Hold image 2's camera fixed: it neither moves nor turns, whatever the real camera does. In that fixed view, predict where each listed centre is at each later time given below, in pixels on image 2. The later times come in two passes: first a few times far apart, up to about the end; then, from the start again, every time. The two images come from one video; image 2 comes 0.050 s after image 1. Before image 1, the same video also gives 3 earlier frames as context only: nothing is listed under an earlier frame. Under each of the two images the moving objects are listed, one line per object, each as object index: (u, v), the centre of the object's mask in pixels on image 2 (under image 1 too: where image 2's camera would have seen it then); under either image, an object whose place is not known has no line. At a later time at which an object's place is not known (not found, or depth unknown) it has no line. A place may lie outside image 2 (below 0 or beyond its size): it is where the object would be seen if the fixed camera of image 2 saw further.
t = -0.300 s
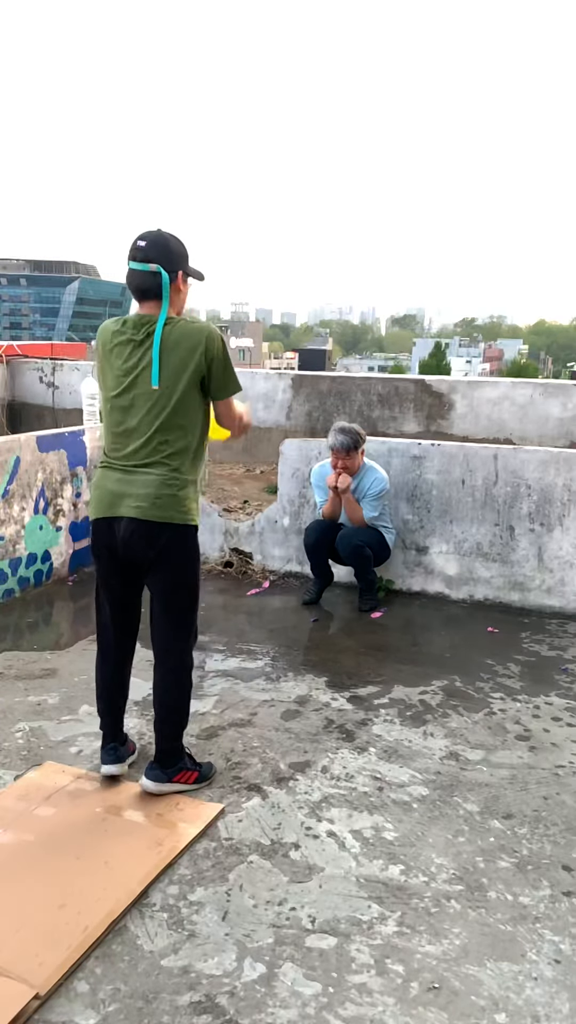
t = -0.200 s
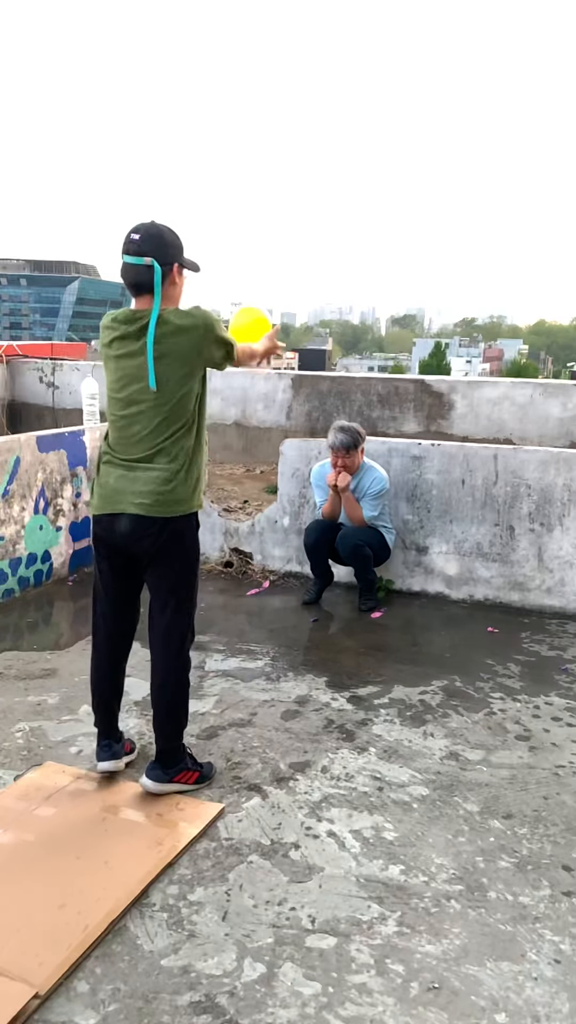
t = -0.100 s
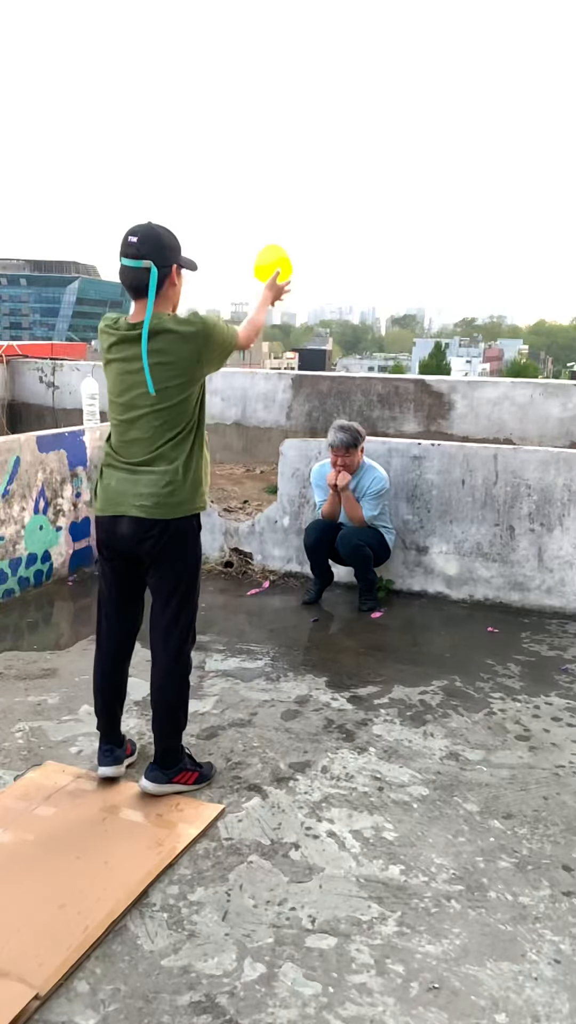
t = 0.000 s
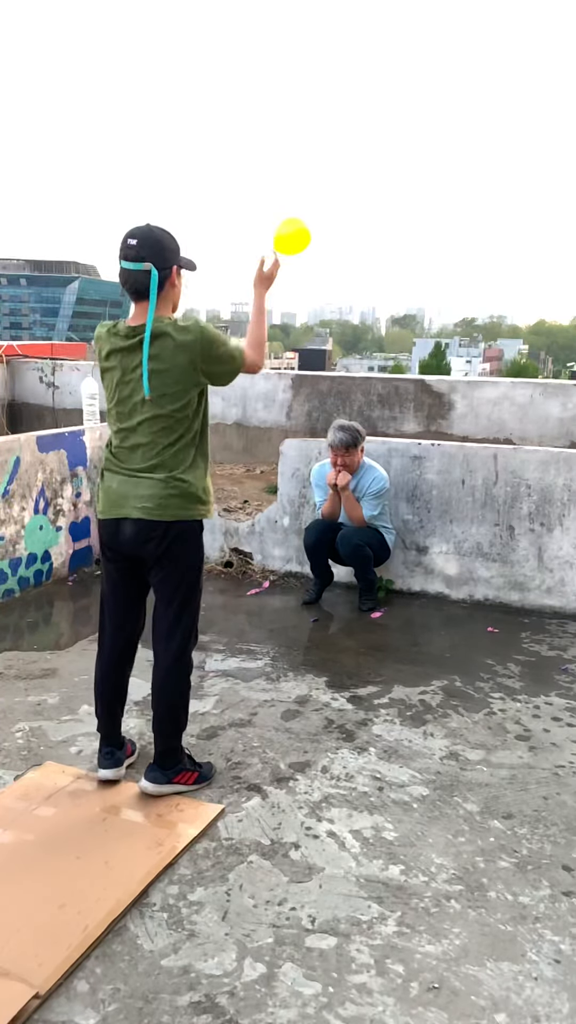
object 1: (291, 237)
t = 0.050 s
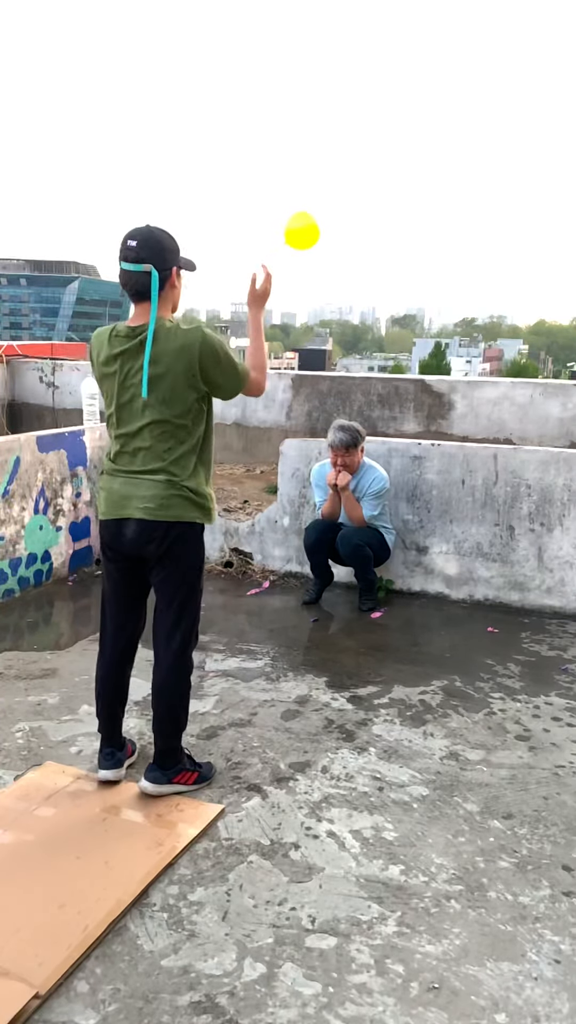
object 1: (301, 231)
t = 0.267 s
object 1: (332, 274)
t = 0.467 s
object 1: (353, 384)
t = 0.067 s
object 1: (304, 231)
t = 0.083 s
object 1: (307, 232)
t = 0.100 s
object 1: (309, 233)
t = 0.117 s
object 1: (311, 234)
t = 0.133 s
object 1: (315, 237)
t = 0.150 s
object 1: (317, 239)
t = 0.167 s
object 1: (320, 243)
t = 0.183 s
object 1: (321, 246)
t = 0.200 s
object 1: (324, 252)
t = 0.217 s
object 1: (326, 255)
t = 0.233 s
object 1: (329, 262)
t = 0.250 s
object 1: (331, 268)
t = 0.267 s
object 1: (332, 274)
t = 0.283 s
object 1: (335, 282)
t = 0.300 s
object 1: (336, 288)
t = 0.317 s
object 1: (339, 298)
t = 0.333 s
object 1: (340, 304)
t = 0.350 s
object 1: (342, 315)
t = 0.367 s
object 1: (343, 322)
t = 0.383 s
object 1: (345, 333)
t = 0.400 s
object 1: (347, 341)
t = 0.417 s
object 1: (348, 349)
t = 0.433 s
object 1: (350, 362)
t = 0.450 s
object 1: (351, 370)
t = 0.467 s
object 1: (353, 384)
